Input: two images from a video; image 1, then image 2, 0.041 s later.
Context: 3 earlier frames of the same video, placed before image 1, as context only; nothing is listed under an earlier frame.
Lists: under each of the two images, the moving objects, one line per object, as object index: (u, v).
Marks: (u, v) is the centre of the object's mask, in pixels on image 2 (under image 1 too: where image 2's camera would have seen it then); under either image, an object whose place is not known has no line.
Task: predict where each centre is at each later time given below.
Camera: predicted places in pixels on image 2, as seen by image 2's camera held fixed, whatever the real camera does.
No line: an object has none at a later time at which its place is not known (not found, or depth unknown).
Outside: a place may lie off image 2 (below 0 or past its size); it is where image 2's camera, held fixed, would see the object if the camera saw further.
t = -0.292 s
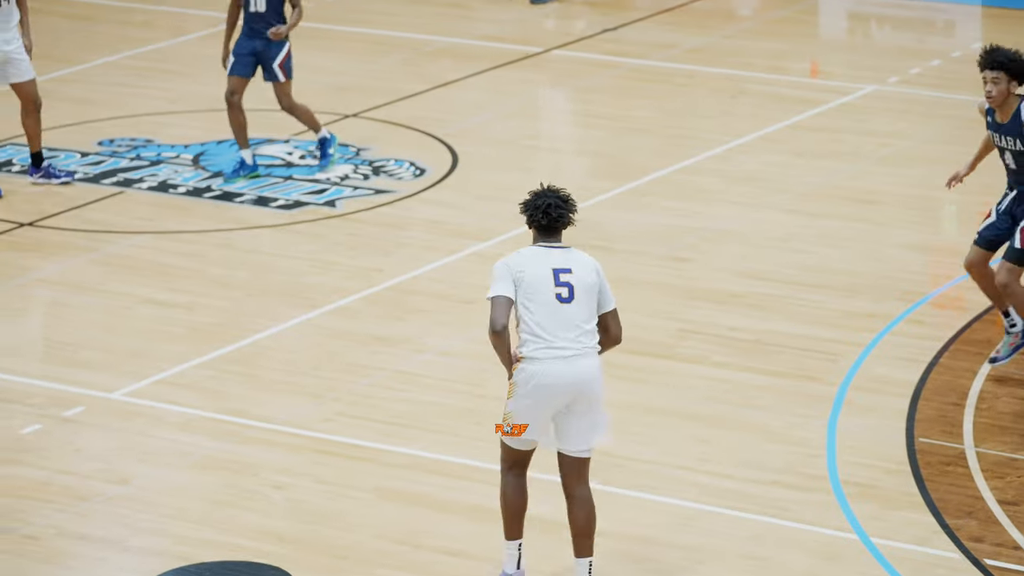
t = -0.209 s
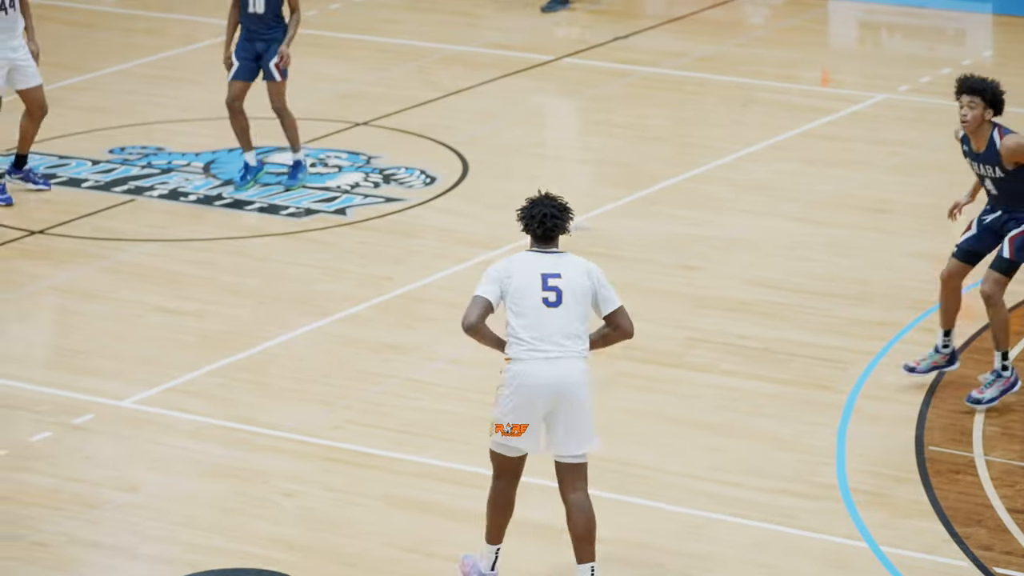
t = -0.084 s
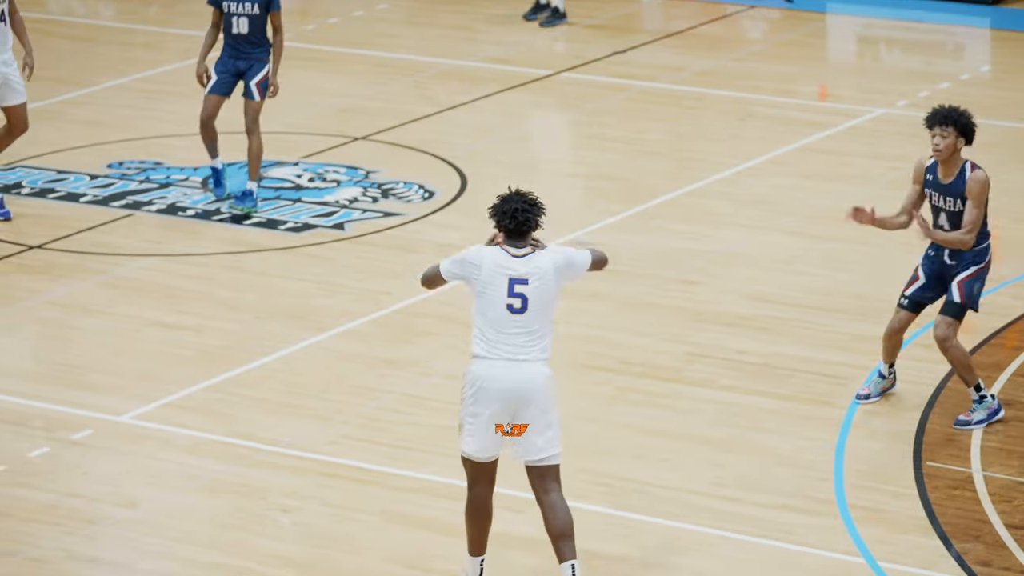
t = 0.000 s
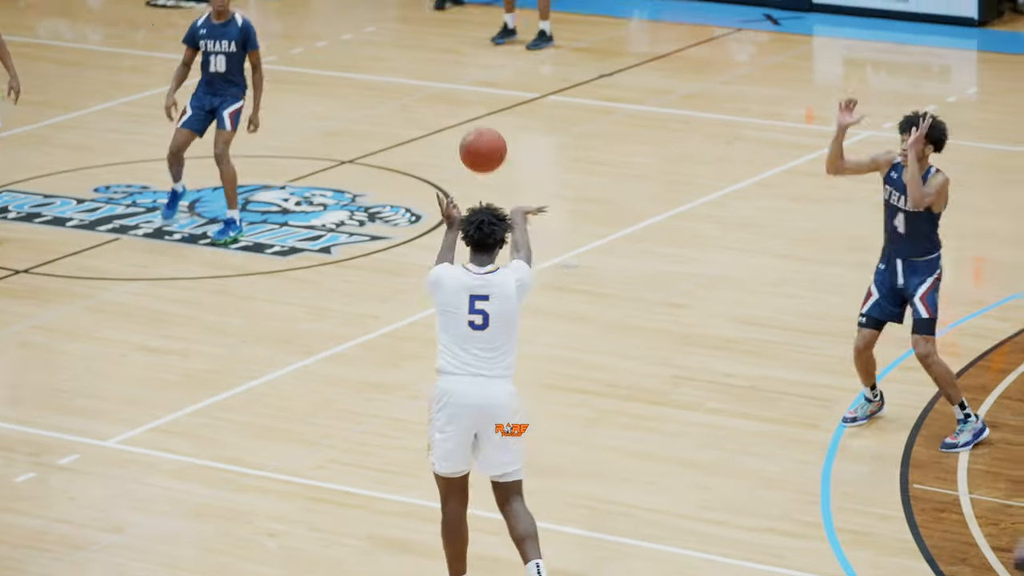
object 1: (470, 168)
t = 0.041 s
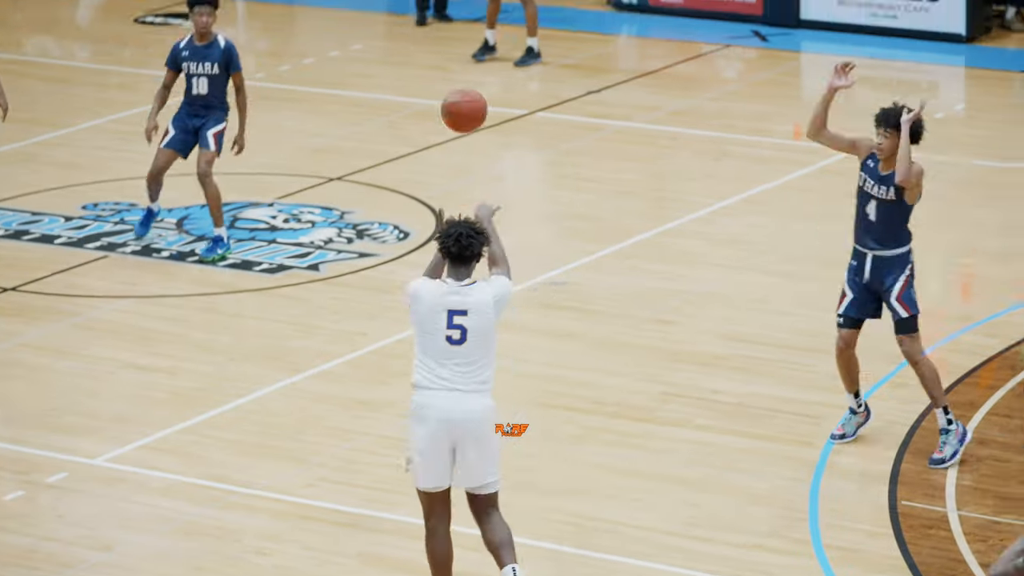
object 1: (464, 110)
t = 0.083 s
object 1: (457, 59)
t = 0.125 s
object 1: (450, 11)
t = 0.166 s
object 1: (445, -31)
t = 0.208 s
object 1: (439, -69)
